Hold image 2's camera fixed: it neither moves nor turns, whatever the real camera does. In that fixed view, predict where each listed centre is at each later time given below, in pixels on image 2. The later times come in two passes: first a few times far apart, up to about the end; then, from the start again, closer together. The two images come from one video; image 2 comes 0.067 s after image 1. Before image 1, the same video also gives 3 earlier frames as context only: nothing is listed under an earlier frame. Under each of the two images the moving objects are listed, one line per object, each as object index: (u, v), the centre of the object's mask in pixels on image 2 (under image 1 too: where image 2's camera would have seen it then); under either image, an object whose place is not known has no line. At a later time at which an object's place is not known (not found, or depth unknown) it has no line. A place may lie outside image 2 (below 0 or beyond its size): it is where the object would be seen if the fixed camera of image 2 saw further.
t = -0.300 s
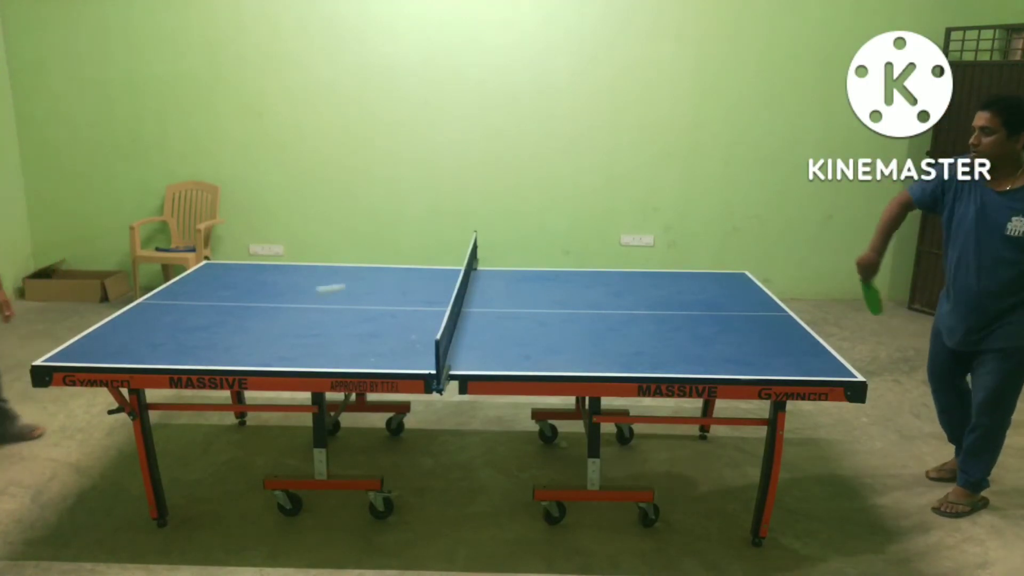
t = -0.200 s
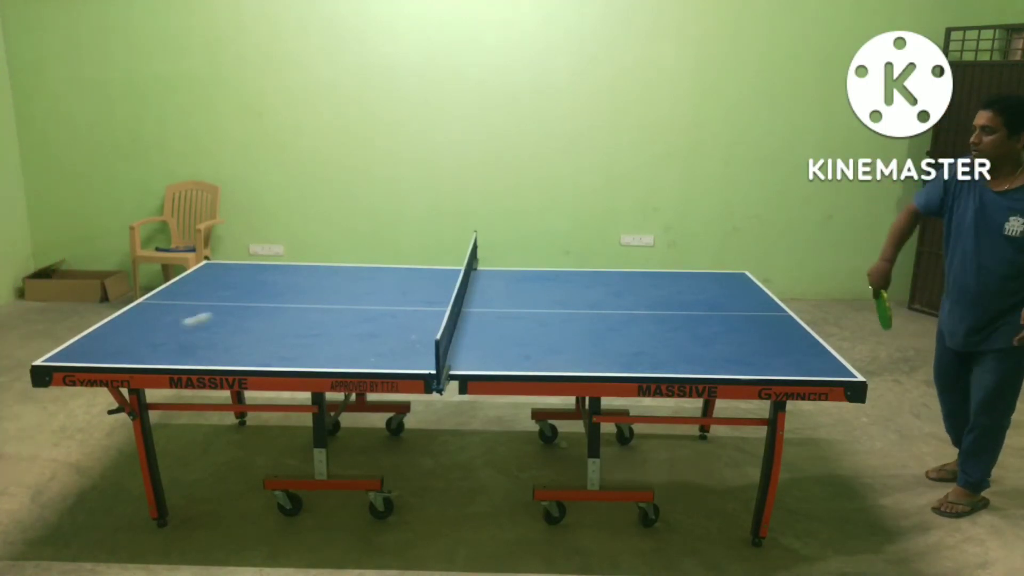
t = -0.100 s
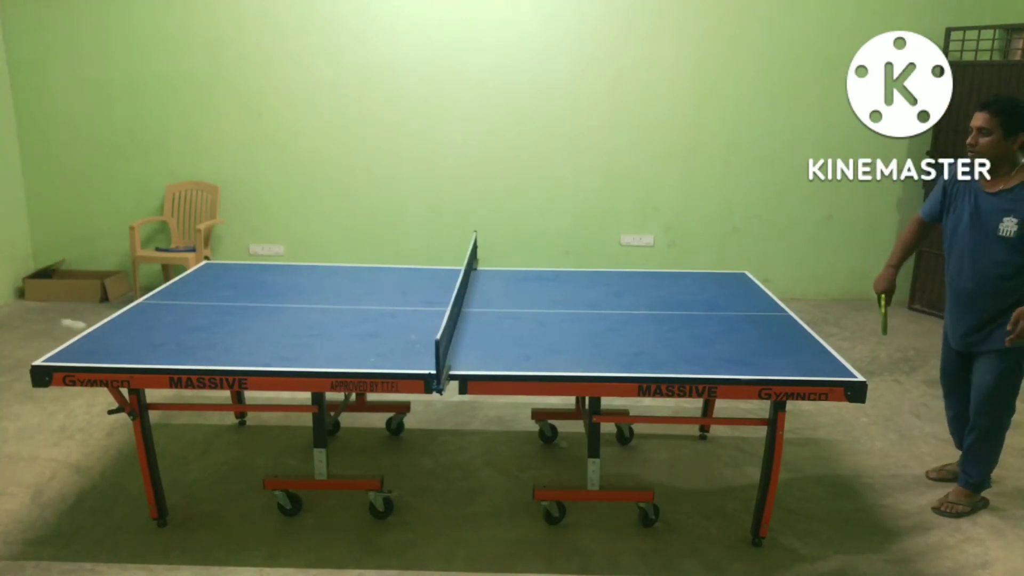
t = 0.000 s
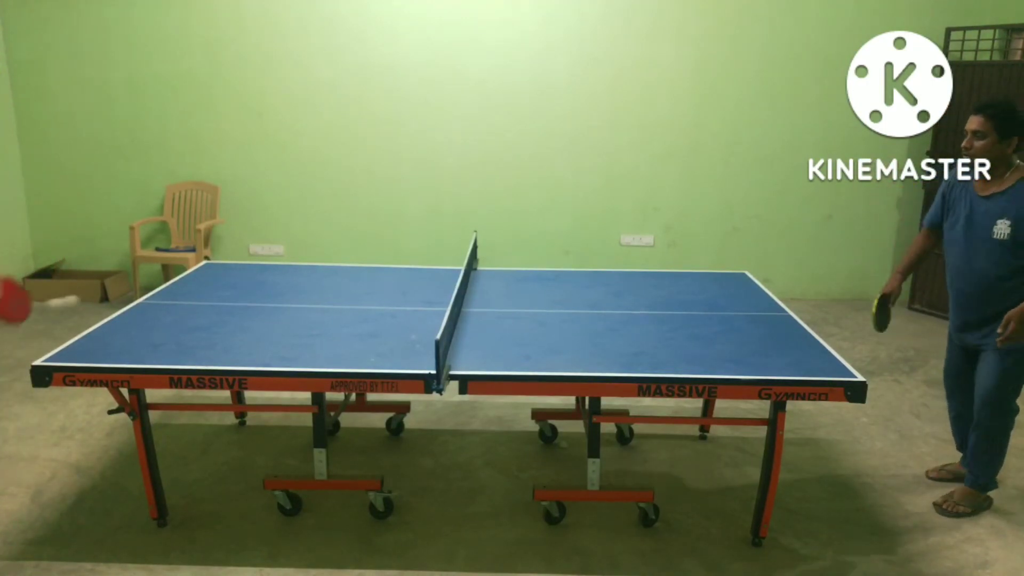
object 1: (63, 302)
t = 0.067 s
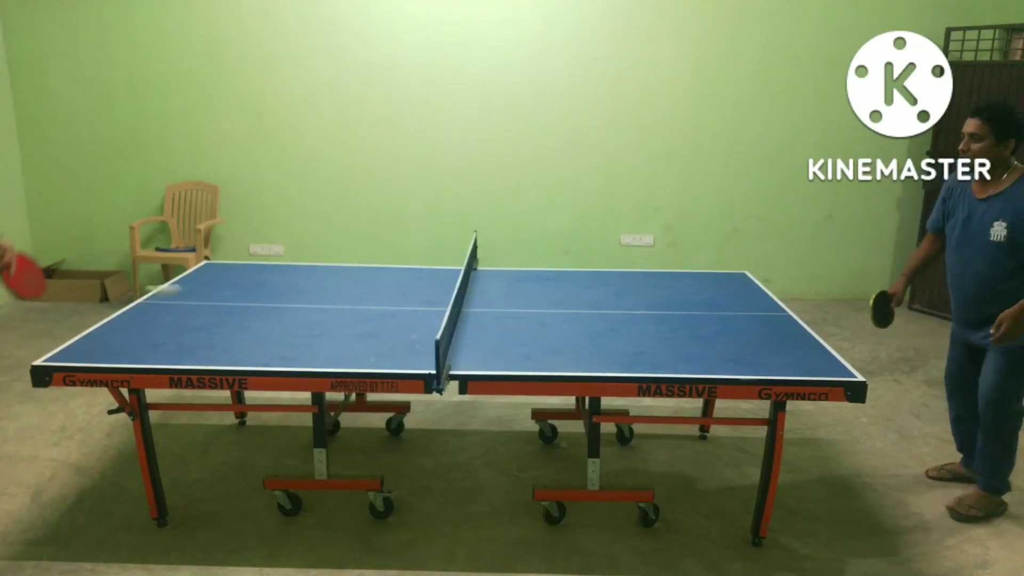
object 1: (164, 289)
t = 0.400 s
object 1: (402, 285)
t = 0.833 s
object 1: (292, 512)
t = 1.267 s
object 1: (235, 385)
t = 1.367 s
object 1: (228, 393)
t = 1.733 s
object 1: (209, 529)
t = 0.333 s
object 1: (421, 297)
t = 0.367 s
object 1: (411, 289)
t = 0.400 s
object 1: (402, 285)
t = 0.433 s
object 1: (393, 284)
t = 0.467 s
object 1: (384, 286)
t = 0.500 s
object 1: (374, 291)
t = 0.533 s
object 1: (366, 300)
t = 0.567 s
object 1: (357, 312)
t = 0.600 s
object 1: (349, 326)
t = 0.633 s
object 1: (340, 344)
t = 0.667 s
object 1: (331, 367)
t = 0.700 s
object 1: (322, 391)
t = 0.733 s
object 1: (314, 418)
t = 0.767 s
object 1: (307, 447)
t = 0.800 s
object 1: (298, 479)
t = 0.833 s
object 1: (292, 512)
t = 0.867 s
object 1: (284, 547)
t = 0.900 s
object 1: (277, 566)
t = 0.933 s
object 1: (273, 539)
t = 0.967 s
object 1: (269, 511)
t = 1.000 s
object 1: (264, 486)
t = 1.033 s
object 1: (260, 465)
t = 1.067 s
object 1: (256, 445)
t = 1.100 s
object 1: (251, 427)
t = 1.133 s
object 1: (247, 412)
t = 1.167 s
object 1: (245, 401)
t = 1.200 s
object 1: (241, 393)
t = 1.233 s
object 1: (238, 387)
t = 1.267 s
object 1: (235, 385)
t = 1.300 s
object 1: (232, 385)
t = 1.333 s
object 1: (230, 387)
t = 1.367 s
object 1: (228, 393)
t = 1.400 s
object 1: (225, 404)
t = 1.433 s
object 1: (224, 417)
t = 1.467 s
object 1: (222, 433)
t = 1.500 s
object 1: (221, 452)
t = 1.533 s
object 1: (220, 474)
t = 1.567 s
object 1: (220, 499)
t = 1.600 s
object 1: (220, 526)
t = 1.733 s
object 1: (209, 529)
